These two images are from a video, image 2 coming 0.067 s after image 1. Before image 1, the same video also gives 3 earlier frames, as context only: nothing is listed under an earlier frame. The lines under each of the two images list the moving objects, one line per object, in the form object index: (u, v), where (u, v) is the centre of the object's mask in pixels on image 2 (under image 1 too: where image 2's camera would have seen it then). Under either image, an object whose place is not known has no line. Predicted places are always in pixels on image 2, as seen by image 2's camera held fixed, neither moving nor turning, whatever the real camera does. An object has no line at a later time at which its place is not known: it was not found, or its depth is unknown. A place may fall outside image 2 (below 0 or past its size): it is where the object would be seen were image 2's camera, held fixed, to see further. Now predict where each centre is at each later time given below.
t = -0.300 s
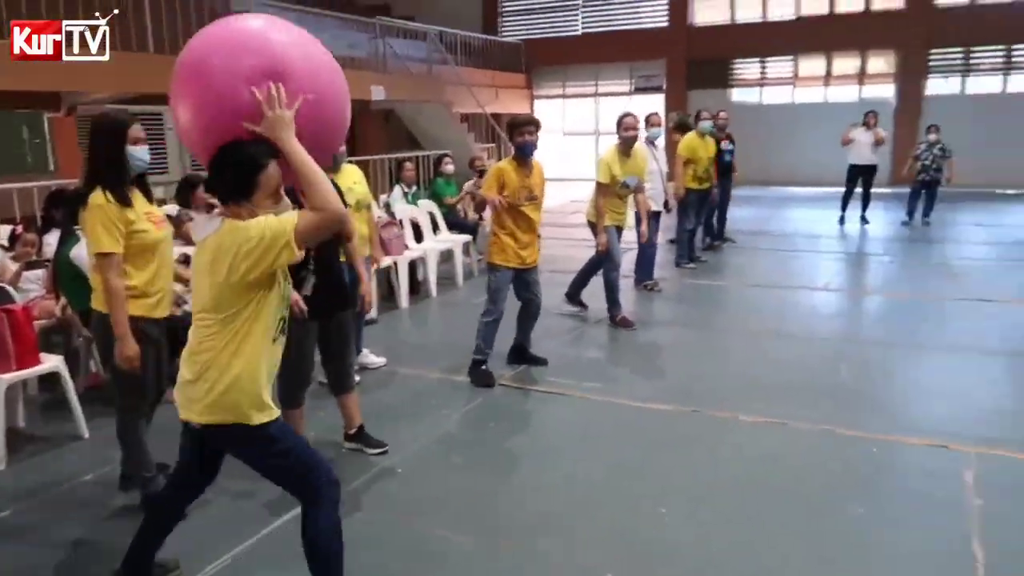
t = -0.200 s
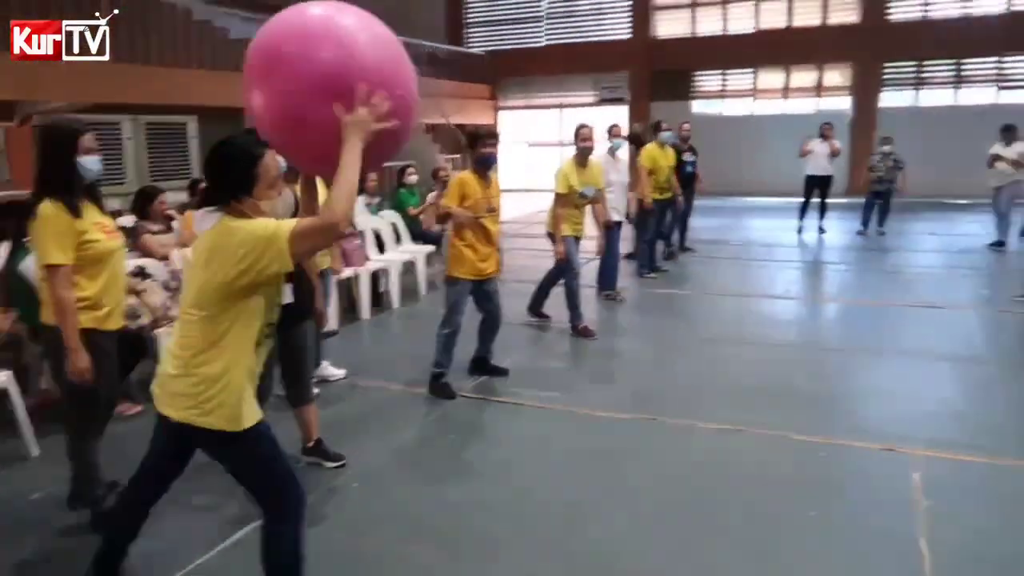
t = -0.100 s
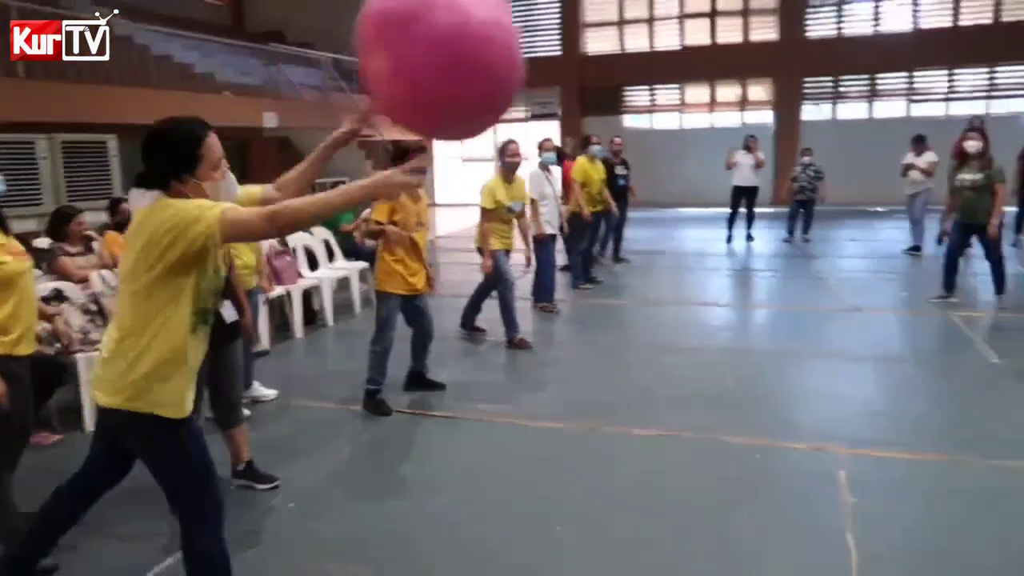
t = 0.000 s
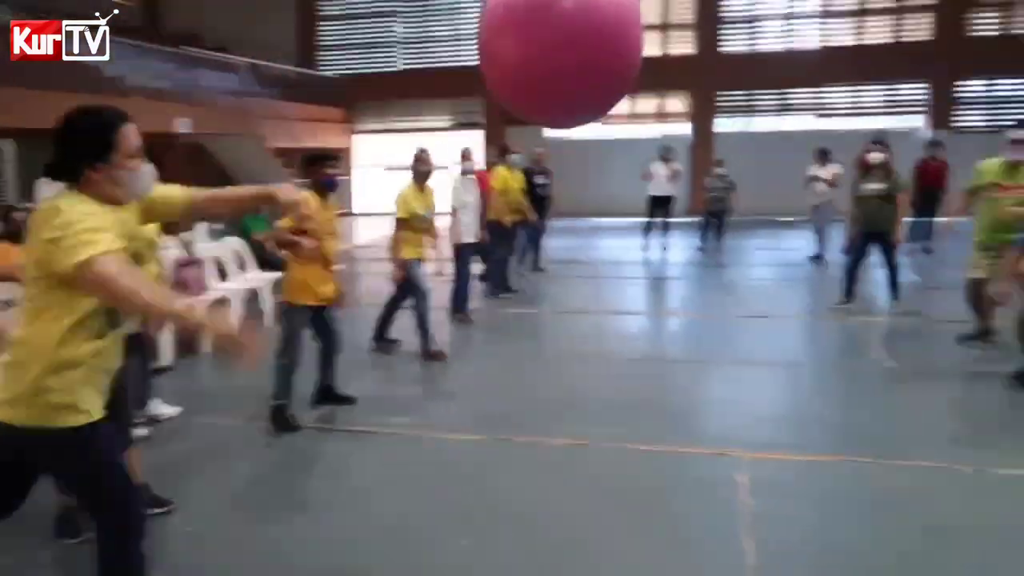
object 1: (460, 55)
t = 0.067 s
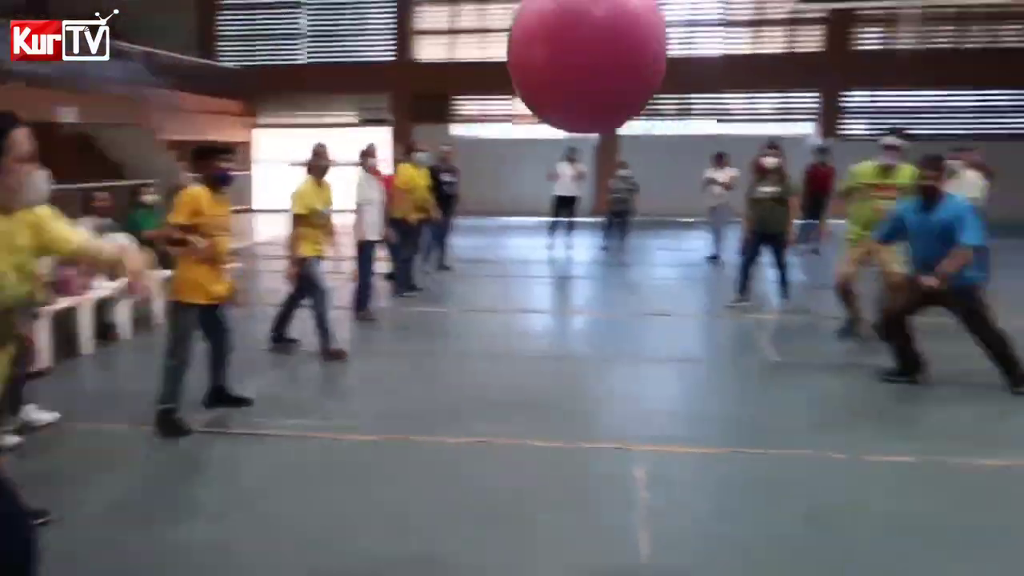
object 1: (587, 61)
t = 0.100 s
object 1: (644, 66)
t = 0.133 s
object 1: (695, 75)
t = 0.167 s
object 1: (743, 90)
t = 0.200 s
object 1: (788, 107)
